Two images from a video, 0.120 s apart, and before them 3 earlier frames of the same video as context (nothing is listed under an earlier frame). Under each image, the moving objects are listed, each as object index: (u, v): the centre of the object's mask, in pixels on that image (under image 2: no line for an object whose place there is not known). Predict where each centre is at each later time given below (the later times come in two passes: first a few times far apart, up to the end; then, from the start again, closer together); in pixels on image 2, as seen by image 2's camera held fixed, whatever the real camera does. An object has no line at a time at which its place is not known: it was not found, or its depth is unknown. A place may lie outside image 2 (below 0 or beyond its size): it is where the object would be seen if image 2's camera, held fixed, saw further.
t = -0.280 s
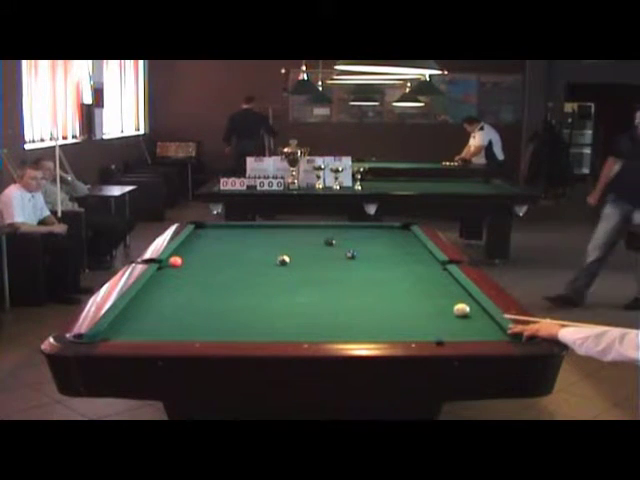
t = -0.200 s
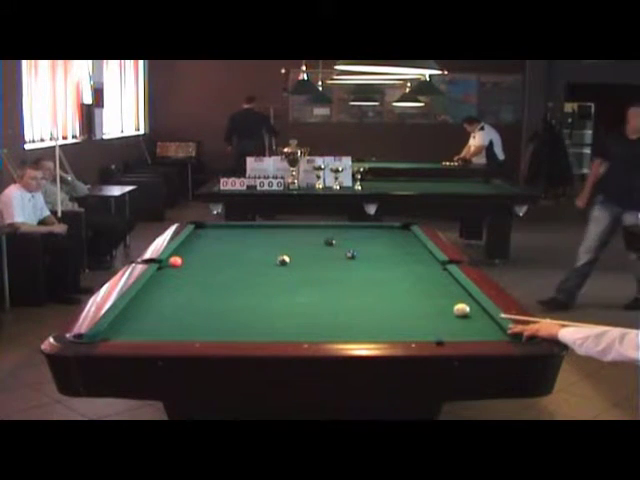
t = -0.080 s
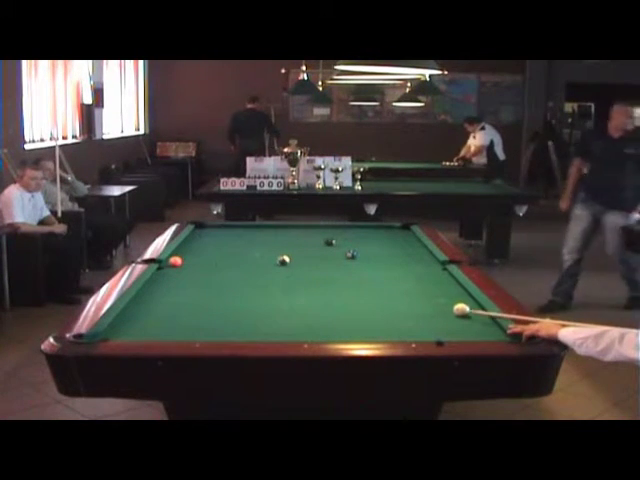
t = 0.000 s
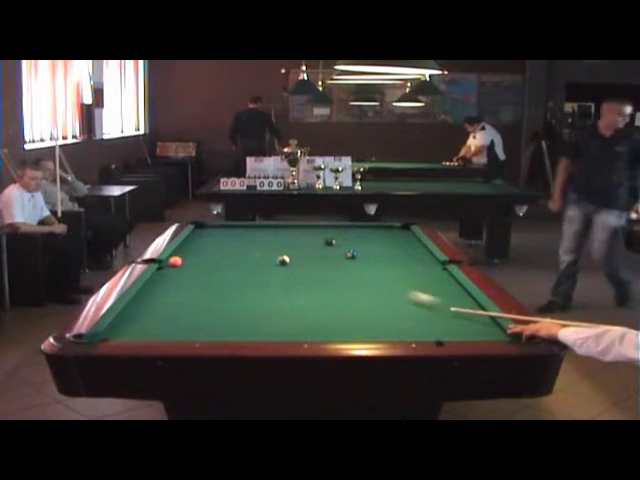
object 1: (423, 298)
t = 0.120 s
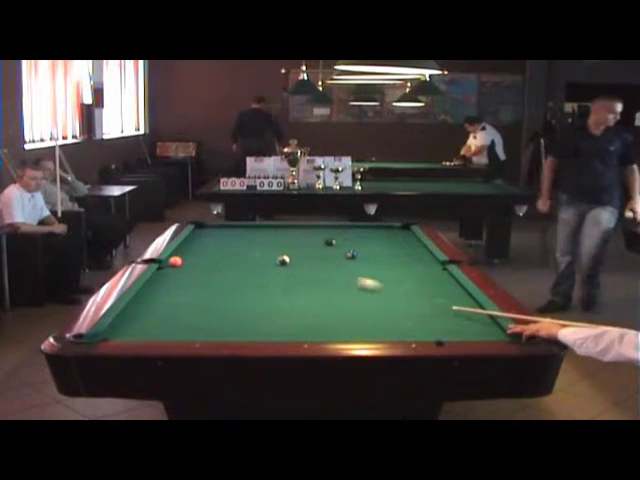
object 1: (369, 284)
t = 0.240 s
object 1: (329, 273)
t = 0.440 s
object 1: (284, 262)
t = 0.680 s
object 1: (258, 259)
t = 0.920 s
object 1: (233, 256)
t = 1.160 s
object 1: (210, 254)
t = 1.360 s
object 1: (193, 251)
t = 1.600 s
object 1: (182, 249)
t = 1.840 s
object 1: (194, 248)
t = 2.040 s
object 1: (203, 248)
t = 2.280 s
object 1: (214, 247)
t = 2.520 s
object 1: (223, 246)
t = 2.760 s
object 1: (230, 245)
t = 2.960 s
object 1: (237, 245)
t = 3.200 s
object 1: (242, 245)
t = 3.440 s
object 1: (247, 244)
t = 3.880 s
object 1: (254, 243)
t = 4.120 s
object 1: (256, 243)
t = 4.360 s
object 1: (258, 243)
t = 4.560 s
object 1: (258, 243)
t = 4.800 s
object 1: (258, 243)
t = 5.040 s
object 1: (258, 243)
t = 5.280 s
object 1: (258, 243)
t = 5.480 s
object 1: (258, 243)
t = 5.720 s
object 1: (258, 243)
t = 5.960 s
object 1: (258, 243)
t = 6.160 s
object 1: (258, 243)
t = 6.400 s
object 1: (258, 243)
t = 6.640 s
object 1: (258, 243)
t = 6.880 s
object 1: (258, 243)
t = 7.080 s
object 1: (258, 243)
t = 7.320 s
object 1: (258, 243)
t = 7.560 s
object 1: (258, 243)
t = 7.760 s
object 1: (258, 243)
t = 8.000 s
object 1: (258, 243)
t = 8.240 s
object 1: (258, 243)
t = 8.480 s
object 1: (258, 243)
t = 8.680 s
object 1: (258, 243)
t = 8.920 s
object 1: (258, 243)
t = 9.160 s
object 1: (258, 243)
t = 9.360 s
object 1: (258, 243)
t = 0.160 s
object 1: (355, 280)
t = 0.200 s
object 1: (341, 276)
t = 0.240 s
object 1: (329, 273)
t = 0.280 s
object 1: (316, 270)
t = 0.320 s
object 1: (305, 266)
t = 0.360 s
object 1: (295, 263)
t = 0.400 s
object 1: (287, 261)
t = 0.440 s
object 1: (284, 262)
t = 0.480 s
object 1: (279, 262)
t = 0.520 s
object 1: (275, 262)
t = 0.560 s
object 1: (271, 261)
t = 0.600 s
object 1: (266, 260)
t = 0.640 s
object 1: (262, 260)
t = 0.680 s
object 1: (258, 259)
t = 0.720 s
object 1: (254, 259)
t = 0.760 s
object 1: (249, 258)
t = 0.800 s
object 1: (245, 258)
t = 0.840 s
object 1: (241, 257)
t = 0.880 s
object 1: (237, 257)
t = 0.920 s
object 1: (233, 256)
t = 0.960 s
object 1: (229, 256)
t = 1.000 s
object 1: (225, 255)
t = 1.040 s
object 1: (221, 255)
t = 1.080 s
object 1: (217, 254)
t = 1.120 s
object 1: (213, 254)
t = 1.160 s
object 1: (210, 254)
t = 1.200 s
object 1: (206, 253)
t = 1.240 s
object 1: (203, 253)
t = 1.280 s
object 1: (199, 252)
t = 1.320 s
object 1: (196, 252)
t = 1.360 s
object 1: (193, 251)
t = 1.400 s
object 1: (189, 251)
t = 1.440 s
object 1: (186, 250)
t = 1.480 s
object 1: (183, 250)
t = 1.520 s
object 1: (180, 249)
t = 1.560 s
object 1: (180, 249)
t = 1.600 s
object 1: (182, 249)
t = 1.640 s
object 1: (184, 249)
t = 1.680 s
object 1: (186, 249)
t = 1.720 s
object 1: (188, 249)
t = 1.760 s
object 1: (190, 249)
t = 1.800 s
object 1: (192, 248)
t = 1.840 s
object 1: (194, 248)
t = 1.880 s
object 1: (196, 248)
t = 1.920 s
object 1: (198, 248)
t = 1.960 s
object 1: (200, 248)
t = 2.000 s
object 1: (202, 248)
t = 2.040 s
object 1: (203, 248)
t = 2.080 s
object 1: (206, 247)
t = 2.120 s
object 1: (207, 247)
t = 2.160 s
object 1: (209, 247)
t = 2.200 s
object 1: (210, 247)
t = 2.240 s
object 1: (212, 247)
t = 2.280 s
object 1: (214, 247)
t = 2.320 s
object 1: (215, 246)
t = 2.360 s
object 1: (217, 246)
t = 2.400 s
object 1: (218, 247)
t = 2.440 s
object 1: (220, 246)
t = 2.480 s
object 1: (221, 246)
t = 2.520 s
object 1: (223, 246)
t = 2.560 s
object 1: (224, 246)
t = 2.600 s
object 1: (226, 246)
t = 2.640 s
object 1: (227, 246)
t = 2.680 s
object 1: (228, 246)
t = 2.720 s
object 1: (229, 246)
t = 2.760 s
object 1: (230, 245)
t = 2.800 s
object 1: (232, 245)
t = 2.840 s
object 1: (233, 245)
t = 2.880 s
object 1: (234, 245)
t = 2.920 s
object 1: (236, 245)
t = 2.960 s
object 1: (237, 245)
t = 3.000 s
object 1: (238, 245)
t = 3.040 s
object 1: (239, 245)
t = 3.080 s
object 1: (239, 245)
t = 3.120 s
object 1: (241, 244)
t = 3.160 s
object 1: (242, 244)
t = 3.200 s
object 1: (242, 245)
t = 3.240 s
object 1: (243, 244)
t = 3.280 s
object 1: (244, 244)
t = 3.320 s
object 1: (245, 244)
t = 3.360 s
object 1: (245, 244)
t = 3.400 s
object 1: (247, 244)
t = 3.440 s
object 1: (247, 244)
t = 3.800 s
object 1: (254, 243)
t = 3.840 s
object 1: (254, 243)
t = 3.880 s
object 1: (254, 243)
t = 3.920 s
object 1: (255, 243)
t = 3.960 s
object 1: (255, 243)
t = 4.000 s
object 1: (256, 243)
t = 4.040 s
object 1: (256, 243)
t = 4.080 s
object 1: (256, 243)
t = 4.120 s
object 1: (256, 243)
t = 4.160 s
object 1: (257, 243)
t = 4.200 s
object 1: (257, 243)
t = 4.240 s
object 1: (257, 243)
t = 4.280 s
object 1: (257, 243)
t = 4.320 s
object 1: (257, 243)
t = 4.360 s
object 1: (258, 243)
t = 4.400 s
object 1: (258, 243)
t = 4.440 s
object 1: (258, 243)
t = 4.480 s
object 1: (258, 243)
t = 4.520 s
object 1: (258, 243)
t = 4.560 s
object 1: (258, 243)
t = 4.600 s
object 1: (258, 243)
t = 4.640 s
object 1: (258, 243)
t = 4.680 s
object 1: (258, 243)
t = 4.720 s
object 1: (258, 243)
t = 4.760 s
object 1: (258, 243)
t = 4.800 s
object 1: (258, 243)
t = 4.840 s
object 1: (258, 243)
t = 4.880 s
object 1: (258, 243)
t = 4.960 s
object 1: (258, 243)
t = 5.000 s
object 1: (258, 243)
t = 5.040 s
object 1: (258, 243)
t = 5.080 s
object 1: (258, 243)
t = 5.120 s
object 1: (258, 243)
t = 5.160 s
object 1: (258, 243)
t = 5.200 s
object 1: (258, 243)
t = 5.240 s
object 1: (258, 243)
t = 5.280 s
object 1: (258, 243)
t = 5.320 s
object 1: (258, 243)
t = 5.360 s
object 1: (258, 243)
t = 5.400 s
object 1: (258, 243)
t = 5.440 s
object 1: (258, 243)
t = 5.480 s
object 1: (258, 243)
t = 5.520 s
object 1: (258, 243)
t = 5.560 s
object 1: (258, 243)
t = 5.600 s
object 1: (258, 243)
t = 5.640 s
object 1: (258, 243)
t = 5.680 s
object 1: (258, 243)
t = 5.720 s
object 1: (258, 243)
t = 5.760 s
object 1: (258, 243)
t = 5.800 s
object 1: (258, 243)
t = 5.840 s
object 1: (258, 243)
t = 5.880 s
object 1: (258, 243)
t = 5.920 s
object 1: (258, 243)
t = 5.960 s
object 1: (258, 243)
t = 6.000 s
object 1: (258, 243)
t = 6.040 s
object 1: (258, 243)
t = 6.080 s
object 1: (258, 243)
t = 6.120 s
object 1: (258, 243)
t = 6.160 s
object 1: (258, 243)
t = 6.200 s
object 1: (258, 243)
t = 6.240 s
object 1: (258, 243)
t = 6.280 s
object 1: (258, 243)
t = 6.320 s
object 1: (258, 243)
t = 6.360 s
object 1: (258, 243)
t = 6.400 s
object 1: (258, 243)
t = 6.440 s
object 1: (258, 243)
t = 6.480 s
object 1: (258, 243)
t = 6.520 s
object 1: (258, 243)
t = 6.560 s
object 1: (258, 243)
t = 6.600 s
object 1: (258, 243)
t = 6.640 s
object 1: (258, 243)
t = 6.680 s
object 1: (258, 243)
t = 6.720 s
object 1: (258, 243)
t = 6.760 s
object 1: (258, 243)
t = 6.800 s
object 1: (258, 243)
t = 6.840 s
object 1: (258, 243)
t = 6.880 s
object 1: (258, 243)
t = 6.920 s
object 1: (258, 243)
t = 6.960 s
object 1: (258, 243)
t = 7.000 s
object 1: (258, 243)
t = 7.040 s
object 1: (258, 243)
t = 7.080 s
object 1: (258, 243)
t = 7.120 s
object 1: (258, 243)
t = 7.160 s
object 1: (258, 243)
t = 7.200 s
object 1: (258, 243)
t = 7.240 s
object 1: (258, 243)
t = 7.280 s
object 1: (258, 243)
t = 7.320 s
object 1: (258, 243)
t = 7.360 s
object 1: (258, 243)
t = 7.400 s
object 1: (258, 243)
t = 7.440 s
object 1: (258, 243)
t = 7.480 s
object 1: (258, 243)
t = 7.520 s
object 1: (258, 243)
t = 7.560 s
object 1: (258, 243)
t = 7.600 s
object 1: (258, 243)
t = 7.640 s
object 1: (258, 243)
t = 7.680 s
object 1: (258, 243)
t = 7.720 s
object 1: (258, 243)
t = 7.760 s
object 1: (258, 243)
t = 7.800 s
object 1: (258, 243)
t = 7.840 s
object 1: (258, 243)
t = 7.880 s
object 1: (258, 243)
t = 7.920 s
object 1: (258, 243)
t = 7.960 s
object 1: (258, 243)
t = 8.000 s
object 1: (258, 243)
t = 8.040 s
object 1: (258, 243)
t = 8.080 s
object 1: (258, 243)
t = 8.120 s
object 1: (258, 243)
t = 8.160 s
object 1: (258, 243)
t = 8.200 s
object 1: (258, 243)
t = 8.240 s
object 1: (258, 243)
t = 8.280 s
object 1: (258, 243)
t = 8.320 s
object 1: (258, 243)
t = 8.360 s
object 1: (258, 243)
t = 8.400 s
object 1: (258, 243)
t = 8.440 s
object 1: (258, 243)
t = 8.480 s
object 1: (258, 243)
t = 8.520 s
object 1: (258, 243)
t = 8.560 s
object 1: (258, 243)
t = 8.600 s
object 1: (258, 243)
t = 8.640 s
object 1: (258, 243)
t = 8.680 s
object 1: (258, 243)
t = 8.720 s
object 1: (258, 243)
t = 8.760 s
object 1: (258, 243)
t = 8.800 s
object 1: (258, 243)
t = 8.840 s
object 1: (258, 243)
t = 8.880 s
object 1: (258, 243)
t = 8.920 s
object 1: (258, 243)
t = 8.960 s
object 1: (258, 243)
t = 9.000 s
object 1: (258, 243)
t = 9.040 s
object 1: (258, 243)
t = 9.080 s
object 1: (258, 243)
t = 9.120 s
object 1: (258, 243)
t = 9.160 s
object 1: (258, 243)
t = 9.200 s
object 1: (258, 243)
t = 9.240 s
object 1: (258, 243)
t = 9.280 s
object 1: (258, 243)
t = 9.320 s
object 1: (258, 243)
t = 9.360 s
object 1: (258, 243)
